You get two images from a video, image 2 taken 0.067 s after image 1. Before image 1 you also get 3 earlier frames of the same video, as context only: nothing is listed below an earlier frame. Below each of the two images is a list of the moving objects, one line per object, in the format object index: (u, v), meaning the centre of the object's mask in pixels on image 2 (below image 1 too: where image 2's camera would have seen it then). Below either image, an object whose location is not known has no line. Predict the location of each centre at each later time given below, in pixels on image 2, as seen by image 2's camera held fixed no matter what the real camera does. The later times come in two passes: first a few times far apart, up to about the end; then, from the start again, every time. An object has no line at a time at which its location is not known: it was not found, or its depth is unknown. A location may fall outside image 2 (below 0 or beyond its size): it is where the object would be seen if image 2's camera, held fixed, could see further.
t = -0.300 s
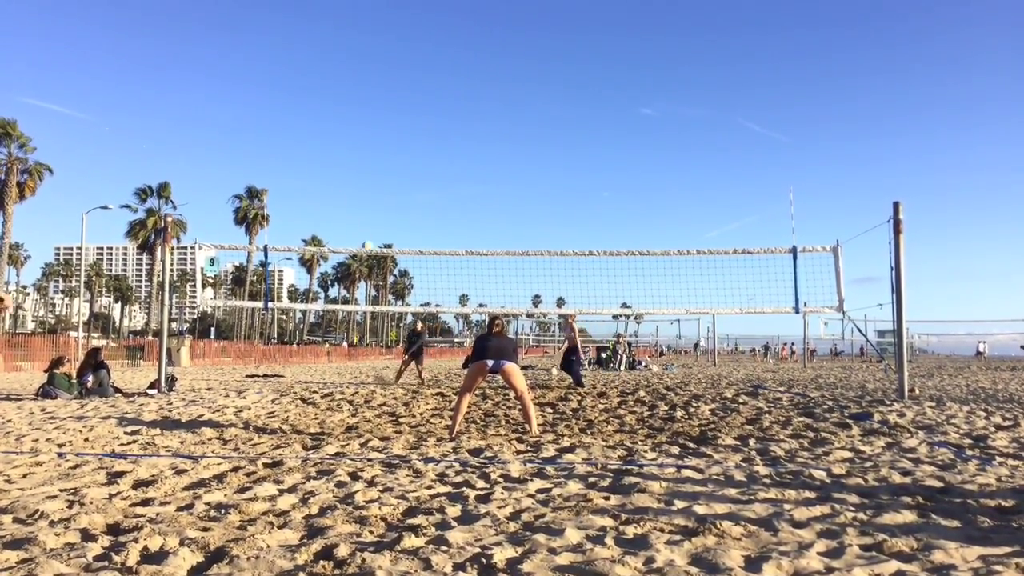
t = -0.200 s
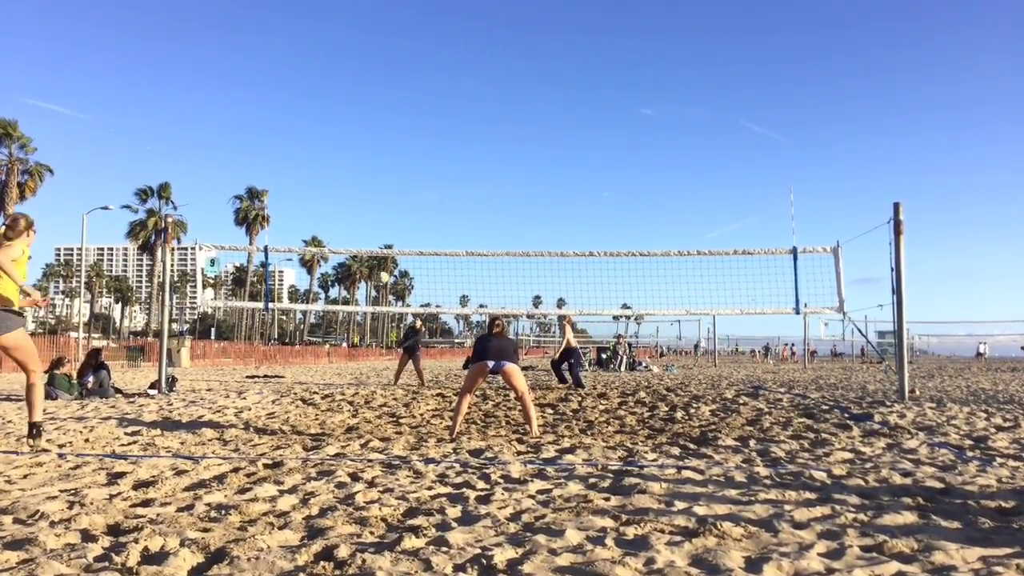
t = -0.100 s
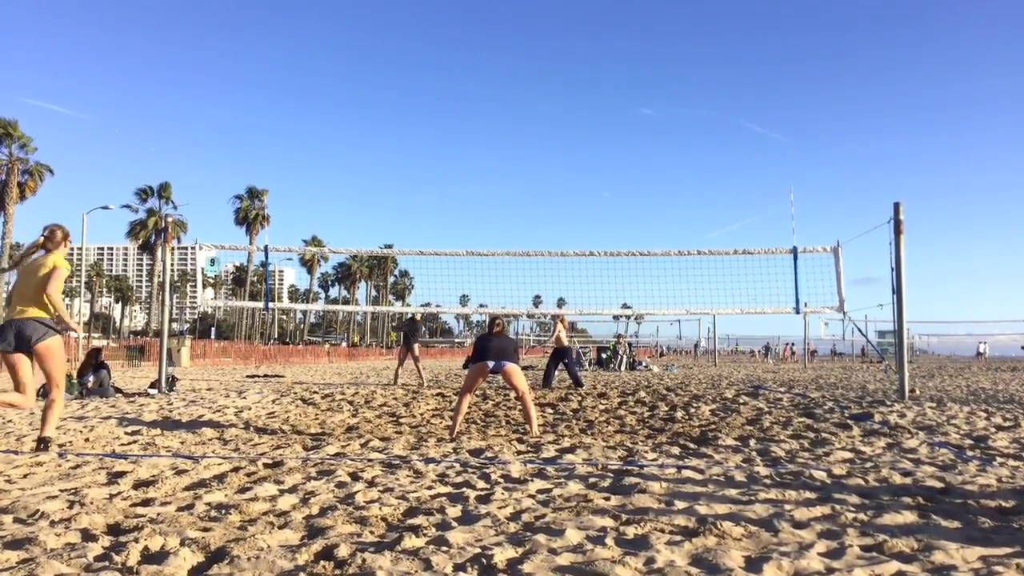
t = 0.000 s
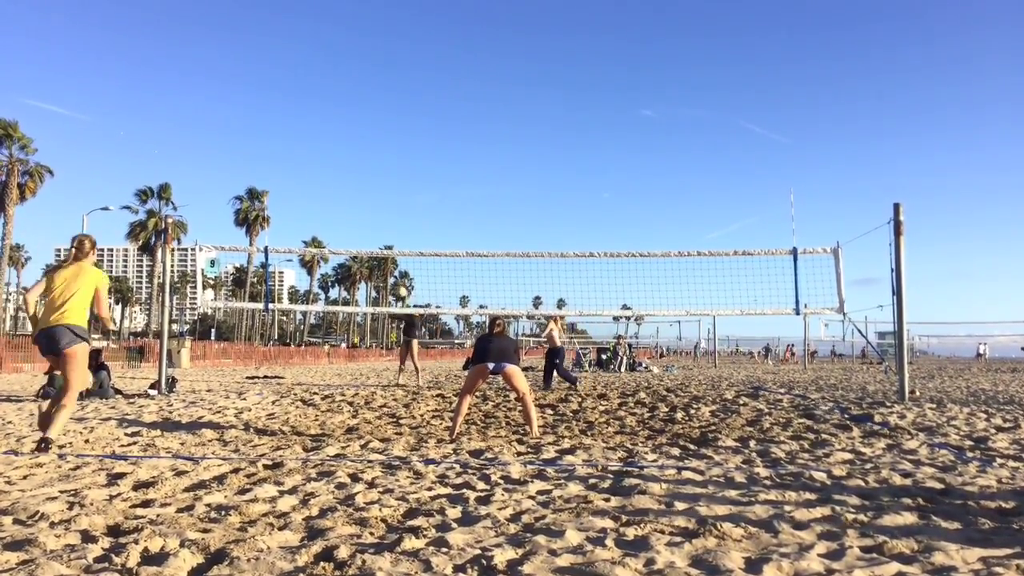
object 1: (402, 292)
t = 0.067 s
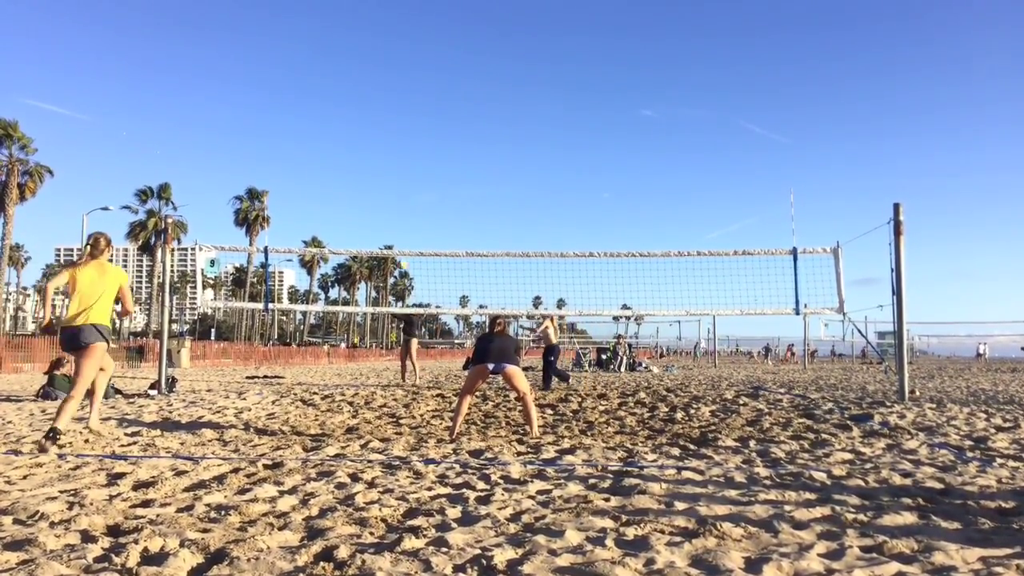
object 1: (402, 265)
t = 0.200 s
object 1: (405, 216)
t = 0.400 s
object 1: (409, 160)
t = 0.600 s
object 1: (414, 121)
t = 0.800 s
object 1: (417, 101)
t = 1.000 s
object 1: (419, 100)
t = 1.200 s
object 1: (420, 116)
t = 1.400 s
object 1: (419, 150)
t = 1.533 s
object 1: (416, 182)
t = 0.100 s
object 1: (403, 248)
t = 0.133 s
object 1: (404, 239)
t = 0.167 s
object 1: (404, 227)
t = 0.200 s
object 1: (405, 216)
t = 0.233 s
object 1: (406, 206)
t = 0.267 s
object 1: (407, 195)
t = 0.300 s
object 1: (407, 185)
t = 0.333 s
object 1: (408, 176)
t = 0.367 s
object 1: (409, 168)
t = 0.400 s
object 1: (409, 160)
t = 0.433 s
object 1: (410, 152)
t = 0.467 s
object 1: (411, 145)
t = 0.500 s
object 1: (412, 138)
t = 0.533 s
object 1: (412, 132)
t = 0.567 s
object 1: (413, 127)
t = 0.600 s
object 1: (414, 121)
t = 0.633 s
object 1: (414, 117)
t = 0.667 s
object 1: (415, 113)
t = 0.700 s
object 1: (416, 109)
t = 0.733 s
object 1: (416, 106)
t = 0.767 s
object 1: (417, 103)
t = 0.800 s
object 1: (417, 101)
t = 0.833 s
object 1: (418, 100)
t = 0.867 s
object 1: (418, 99)
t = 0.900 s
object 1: (418, 98)
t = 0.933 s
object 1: (419, 98)
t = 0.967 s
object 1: (419, 99)
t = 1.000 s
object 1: (419, 100)
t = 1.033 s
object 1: (420, 102)
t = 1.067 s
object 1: (420, 103)
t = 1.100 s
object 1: (420, 106)
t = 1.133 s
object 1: (420, 108)
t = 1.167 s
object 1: (420, 112)
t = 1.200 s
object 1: (420, 116)
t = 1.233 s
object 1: (420, 120)
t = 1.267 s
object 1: (420, 125)
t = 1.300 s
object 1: (420, 131)
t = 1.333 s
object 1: (420, 136)
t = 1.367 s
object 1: (419, 143)
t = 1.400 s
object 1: (419, 150)
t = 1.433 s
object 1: (418, 158)
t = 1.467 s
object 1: (418, 165)
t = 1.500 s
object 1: (417, 173)
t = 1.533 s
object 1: (416, 182)
